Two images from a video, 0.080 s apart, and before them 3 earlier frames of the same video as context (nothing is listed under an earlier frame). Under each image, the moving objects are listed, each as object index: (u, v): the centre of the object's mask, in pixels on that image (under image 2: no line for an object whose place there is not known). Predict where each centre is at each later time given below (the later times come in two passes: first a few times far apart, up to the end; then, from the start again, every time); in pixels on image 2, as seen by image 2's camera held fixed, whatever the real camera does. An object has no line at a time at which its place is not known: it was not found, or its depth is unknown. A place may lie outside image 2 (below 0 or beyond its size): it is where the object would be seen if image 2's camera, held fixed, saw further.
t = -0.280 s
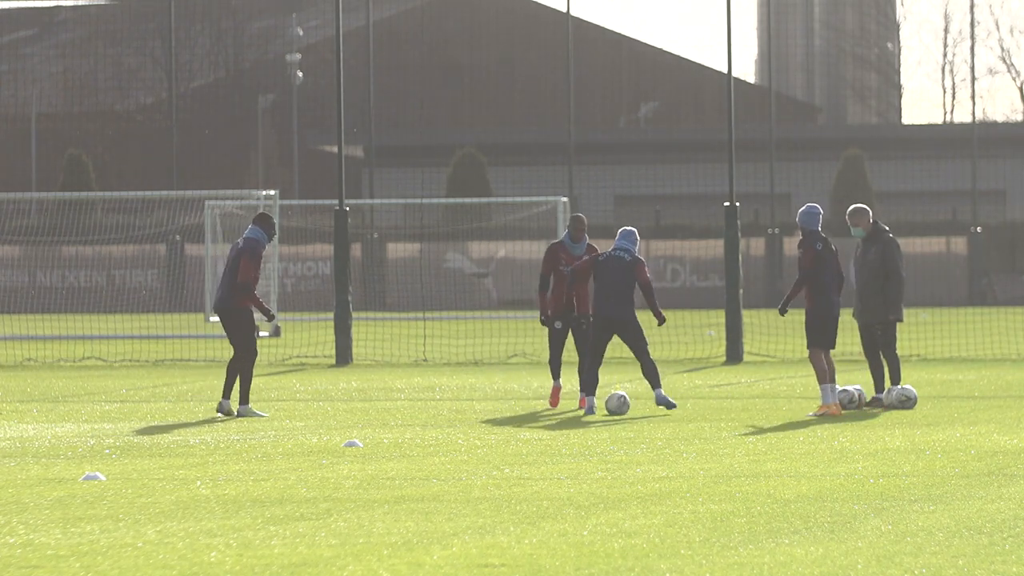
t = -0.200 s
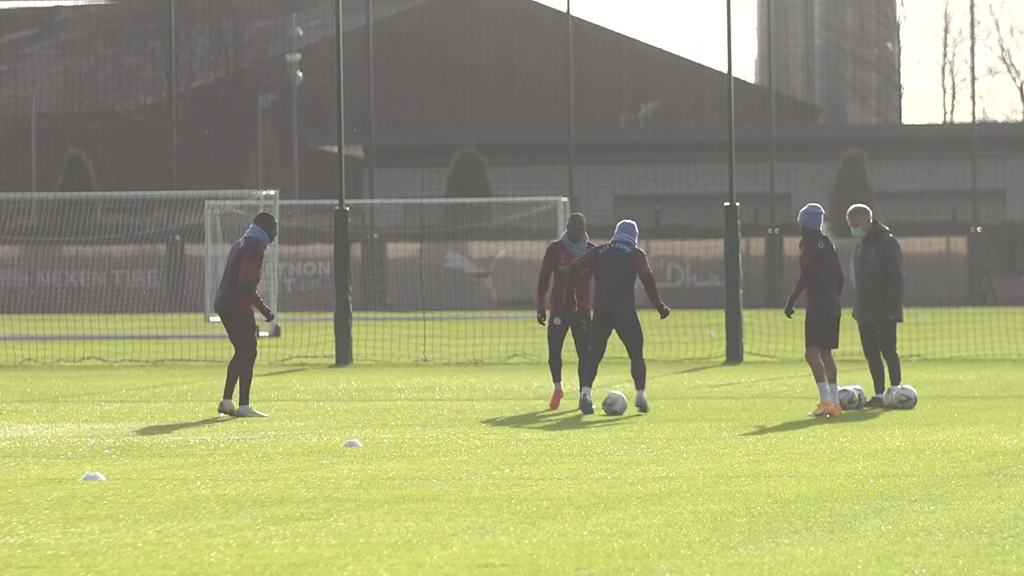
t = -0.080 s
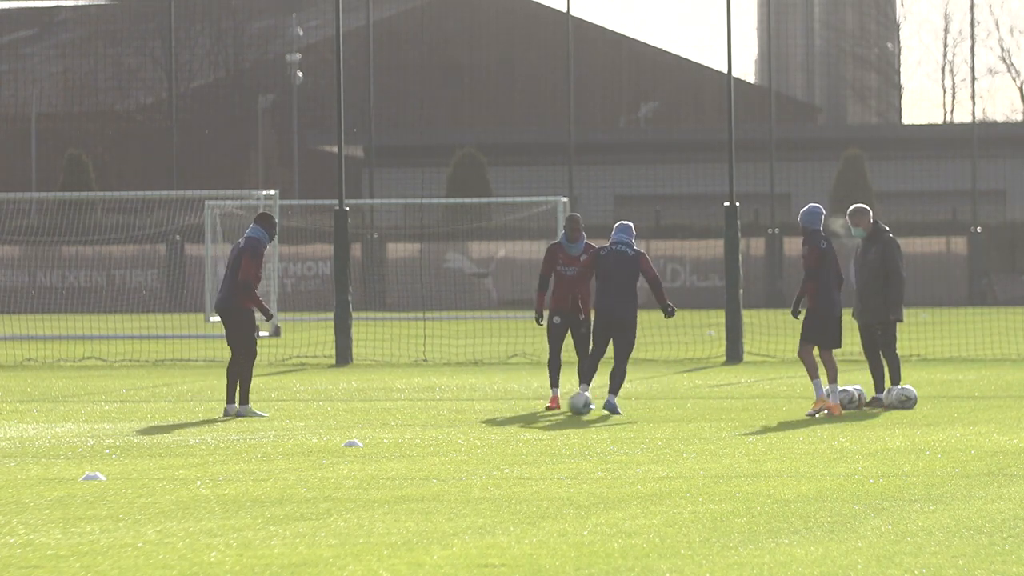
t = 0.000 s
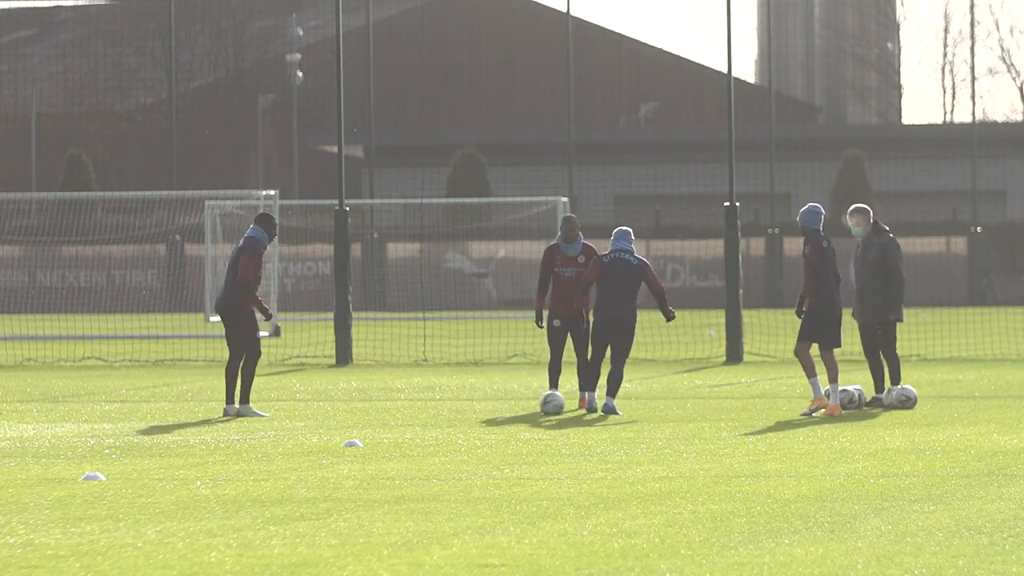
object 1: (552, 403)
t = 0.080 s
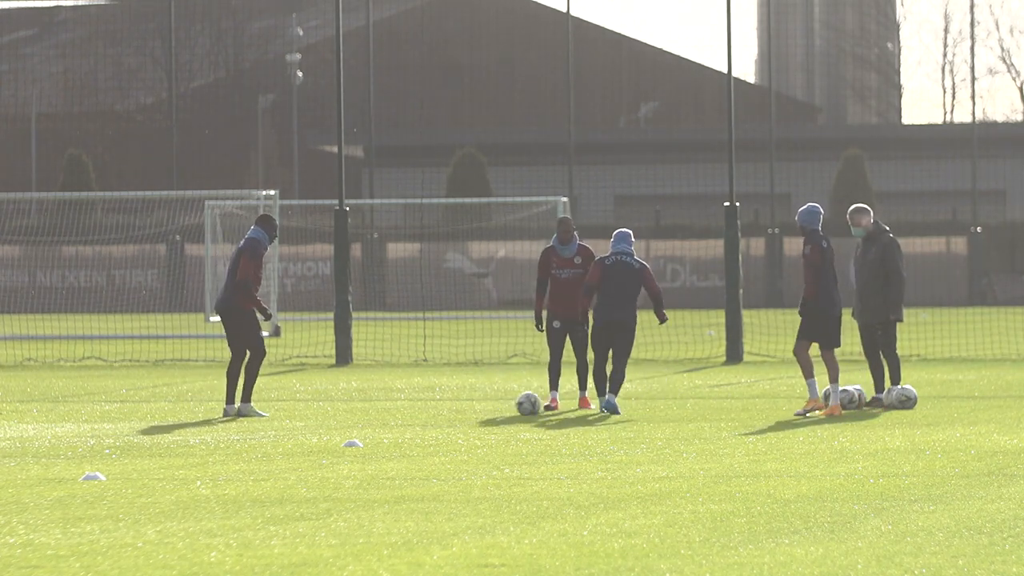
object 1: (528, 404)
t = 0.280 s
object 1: (483, 403)
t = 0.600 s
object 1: (422, 404)
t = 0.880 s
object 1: (378, 404)
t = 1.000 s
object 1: (362, 404)
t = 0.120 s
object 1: (518, 404)
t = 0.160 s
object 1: (509, 404)
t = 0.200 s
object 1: (500, 404)
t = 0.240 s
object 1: (492, 404)
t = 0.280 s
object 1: (483, 403)
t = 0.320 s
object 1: (474, 404)
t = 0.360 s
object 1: (466, 403)
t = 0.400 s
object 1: (459, 403)
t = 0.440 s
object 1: (451, 404)
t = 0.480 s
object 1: (444, 404)
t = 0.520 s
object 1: (436, 404)
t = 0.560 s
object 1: (429, 403)
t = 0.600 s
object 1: (422, 404)
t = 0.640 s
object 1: (415, 404)
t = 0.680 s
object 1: (408, 404)
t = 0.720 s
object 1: (402, 404)
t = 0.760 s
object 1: (396, 404)
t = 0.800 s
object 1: (389, 404)
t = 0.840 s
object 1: (384, 404)
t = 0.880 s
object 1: (378, 404)
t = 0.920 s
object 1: (373, 404)
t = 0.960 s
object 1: (367, 404)
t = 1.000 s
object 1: (362, 404)
